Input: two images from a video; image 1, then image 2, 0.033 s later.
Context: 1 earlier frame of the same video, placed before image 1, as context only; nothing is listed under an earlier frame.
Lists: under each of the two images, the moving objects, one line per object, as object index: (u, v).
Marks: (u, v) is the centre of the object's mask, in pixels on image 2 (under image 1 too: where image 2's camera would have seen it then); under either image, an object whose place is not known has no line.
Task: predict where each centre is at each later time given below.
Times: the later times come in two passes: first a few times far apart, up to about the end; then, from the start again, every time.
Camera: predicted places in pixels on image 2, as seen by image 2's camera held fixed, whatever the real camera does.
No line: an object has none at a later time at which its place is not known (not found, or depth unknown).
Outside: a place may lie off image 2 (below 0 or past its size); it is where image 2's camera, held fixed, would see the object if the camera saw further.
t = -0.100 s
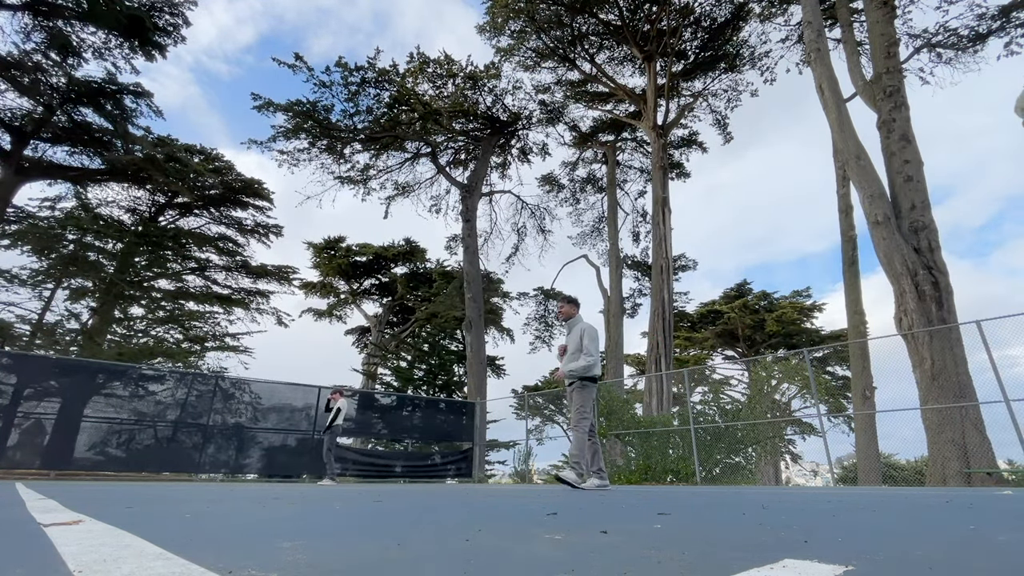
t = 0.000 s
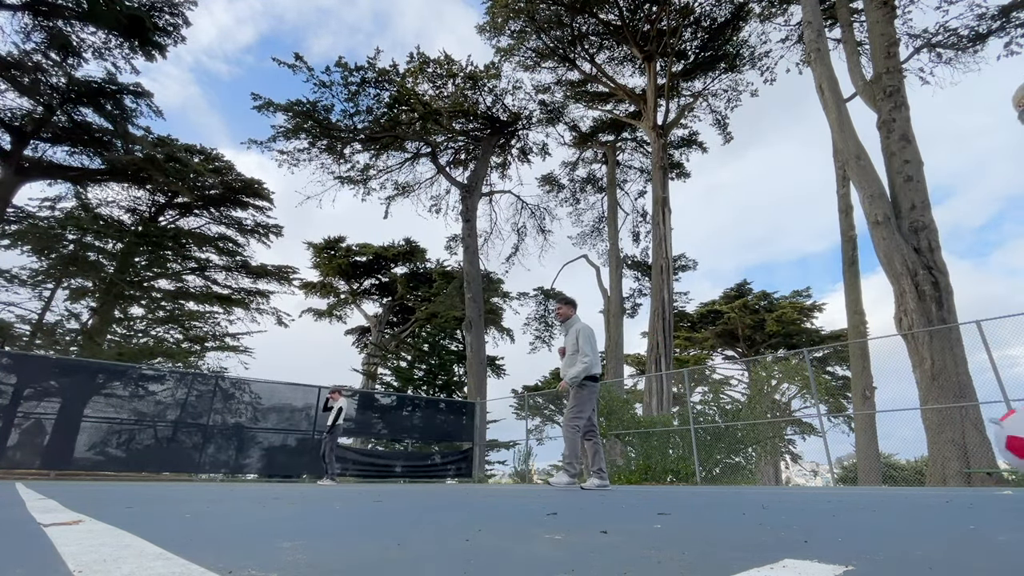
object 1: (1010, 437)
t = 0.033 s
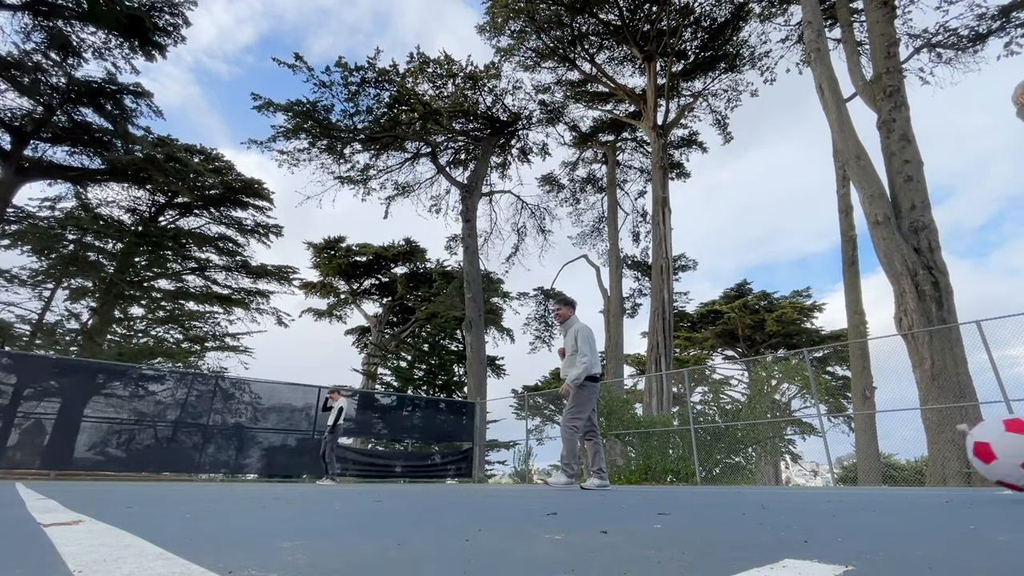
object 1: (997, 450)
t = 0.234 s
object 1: (896, 457)
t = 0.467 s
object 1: (802, 467)
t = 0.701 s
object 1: (730, 466)
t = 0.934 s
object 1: (668, 470)
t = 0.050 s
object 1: (991, 457)
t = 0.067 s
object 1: (985, 463)
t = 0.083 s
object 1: (981, 462)
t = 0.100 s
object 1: (972, 459)
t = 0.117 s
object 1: (961, 455)
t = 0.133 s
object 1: (950, 453)
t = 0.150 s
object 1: (941, 451)
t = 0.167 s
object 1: (931, 450)
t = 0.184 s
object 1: (922, 450)
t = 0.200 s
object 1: (913, 452)
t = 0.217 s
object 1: (904, 453)
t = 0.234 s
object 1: (896, 457)
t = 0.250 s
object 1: (888, 460)
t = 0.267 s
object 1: (881, 464)
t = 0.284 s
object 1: (873, 466)
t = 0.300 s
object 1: (865, 465)
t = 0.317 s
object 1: (857, 462)
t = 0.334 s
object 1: (849, 460)
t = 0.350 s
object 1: (843, 459)
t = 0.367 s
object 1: (835, 459)
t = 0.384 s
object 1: (829, 459)
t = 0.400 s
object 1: (823, 460)
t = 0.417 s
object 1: (817, 462)
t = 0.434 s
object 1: (812, 464)
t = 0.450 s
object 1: (807, 466)
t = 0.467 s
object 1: (802, 467)
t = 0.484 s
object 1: (795, 464)
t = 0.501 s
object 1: (790, 463)
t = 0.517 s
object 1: (784, 462)
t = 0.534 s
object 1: (779, 462)
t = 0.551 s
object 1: (774, 462)
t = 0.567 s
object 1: (769, 463)
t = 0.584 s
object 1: (765, 465)
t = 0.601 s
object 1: (760, 467)
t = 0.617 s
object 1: (756, 469)
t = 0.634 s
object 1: (751, 468)
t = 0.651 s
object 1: (746, 466)
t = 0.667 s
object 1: (740, 466)
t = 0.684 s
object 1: (735, 465)
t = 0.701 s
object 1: (730, 466)
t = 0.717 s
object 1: (725, 467)
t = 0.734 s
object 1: (721, 468)
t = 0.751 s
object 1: (716, 468)
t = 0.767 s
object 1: (711, 467)
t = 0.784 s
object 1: (706, 466)
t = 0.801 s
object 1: (702, 467)
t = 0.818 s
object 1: (697, 467)
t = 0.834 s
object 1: (693, 468)
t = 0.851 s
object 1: (689, 469)
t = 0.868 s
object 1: (685, 469)
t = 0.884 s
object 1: (681, 469)
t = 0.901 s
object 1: (677, 469)
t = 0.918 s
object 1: (673, 469)
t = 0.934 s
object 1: (668, 470)
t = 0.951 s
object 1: (665, 470)
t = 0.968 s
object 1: (662, 470)
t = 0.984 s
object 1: (658, 469)
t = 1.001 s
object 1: (654, 469)
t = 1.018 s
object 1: (651, 469)
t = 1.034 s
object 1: (647, 469)
